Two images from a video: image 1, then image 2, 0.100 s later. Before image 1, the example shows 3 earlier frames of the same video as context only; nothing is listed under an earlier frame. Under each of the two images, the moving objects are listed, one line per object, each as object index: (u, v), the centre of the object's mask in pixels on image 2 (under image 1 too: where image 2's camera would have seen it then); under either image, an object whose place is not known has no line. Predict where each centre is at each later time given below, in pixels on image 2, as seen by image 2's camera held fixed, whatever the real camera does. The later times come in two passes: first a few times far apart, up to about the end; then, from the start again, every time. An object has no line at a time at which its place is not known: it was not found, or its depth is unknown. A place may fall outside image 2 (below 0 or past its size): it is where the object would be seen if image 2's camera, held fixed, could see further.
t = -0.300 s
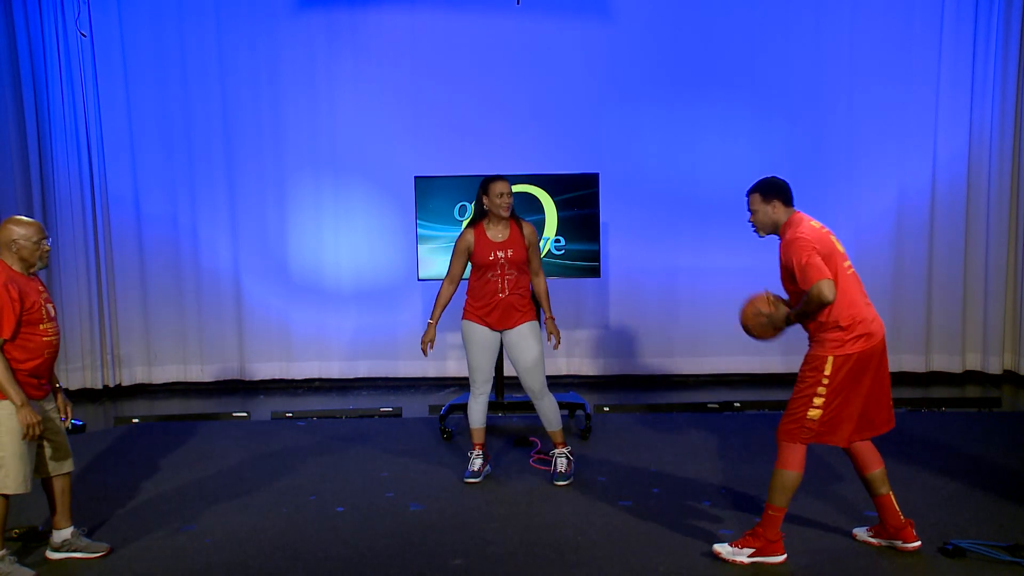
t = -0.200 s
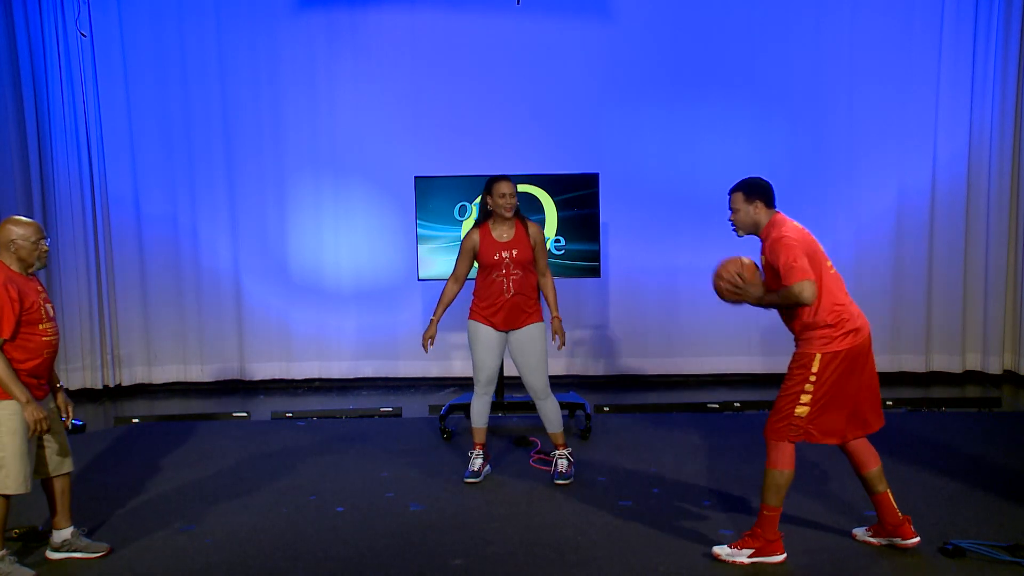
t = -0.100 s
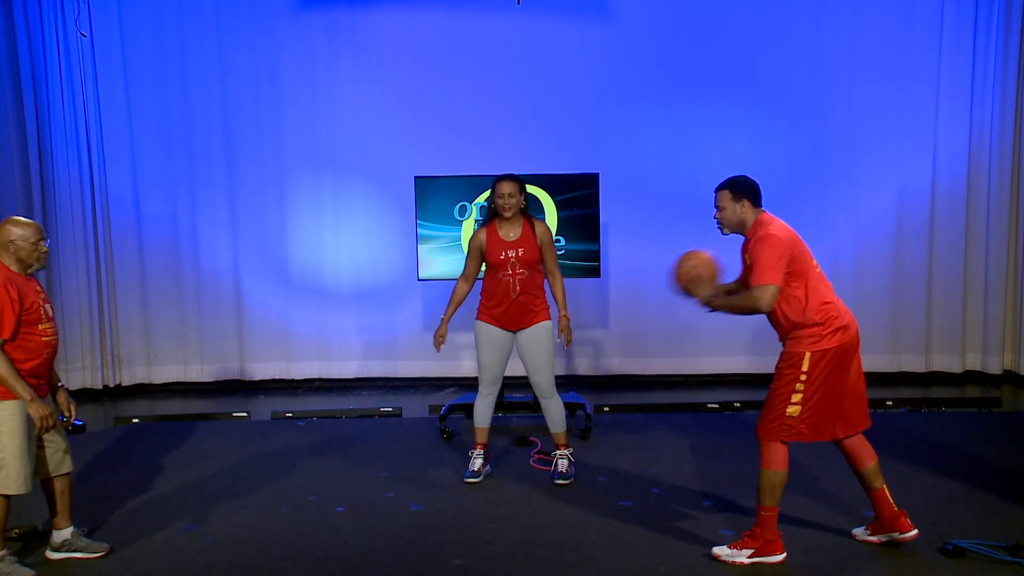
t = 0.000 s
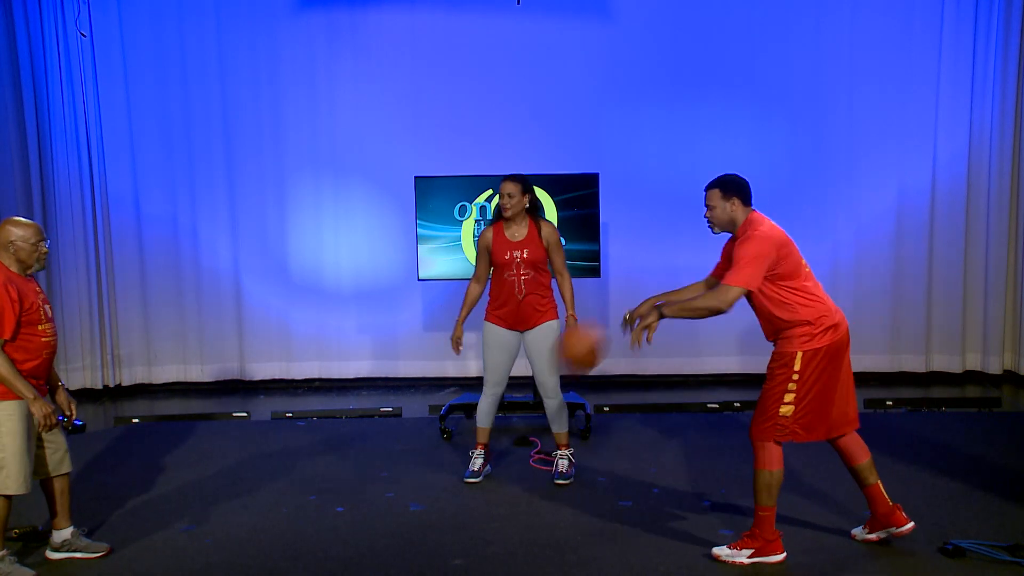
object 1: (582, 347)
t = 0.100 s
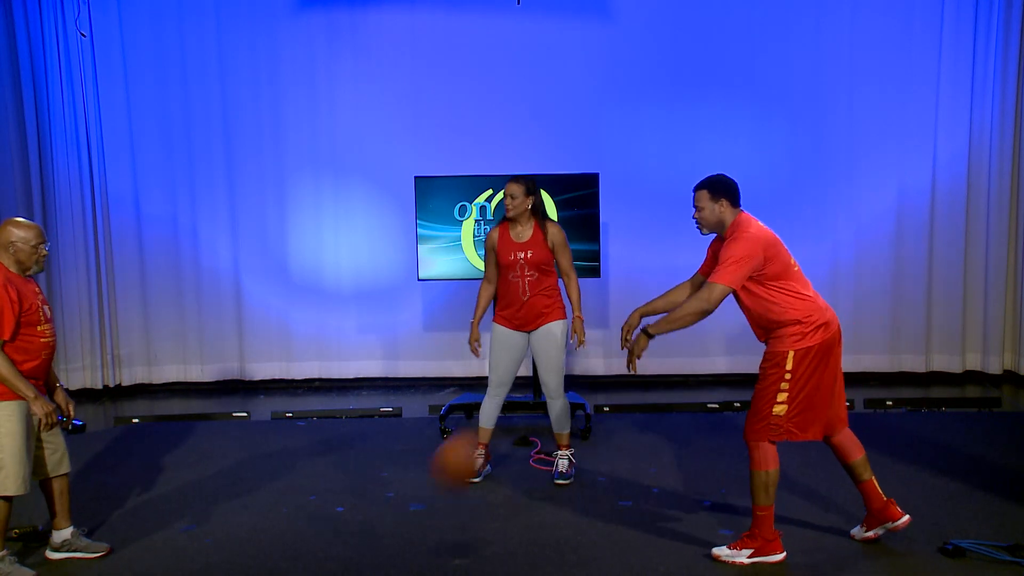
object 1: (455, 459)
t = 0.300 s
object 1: (301, 446)
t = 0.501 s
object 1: (180, 373)
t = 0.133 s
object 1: (419, 502)
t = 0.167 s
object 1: (383, 537)
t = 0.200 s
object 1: (362, 512)
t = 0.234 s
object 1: (341, 488)
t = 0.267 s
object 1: (321, 466)
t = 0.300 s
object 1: (301, 446)
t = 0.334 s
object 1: (281, 429)
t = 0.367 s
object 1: (260, 412)
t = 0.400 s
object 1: (240, 400)
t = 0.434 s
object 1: (220, 389)
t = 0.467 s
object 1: (200, 381)
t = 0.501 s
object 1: (180, 373)
